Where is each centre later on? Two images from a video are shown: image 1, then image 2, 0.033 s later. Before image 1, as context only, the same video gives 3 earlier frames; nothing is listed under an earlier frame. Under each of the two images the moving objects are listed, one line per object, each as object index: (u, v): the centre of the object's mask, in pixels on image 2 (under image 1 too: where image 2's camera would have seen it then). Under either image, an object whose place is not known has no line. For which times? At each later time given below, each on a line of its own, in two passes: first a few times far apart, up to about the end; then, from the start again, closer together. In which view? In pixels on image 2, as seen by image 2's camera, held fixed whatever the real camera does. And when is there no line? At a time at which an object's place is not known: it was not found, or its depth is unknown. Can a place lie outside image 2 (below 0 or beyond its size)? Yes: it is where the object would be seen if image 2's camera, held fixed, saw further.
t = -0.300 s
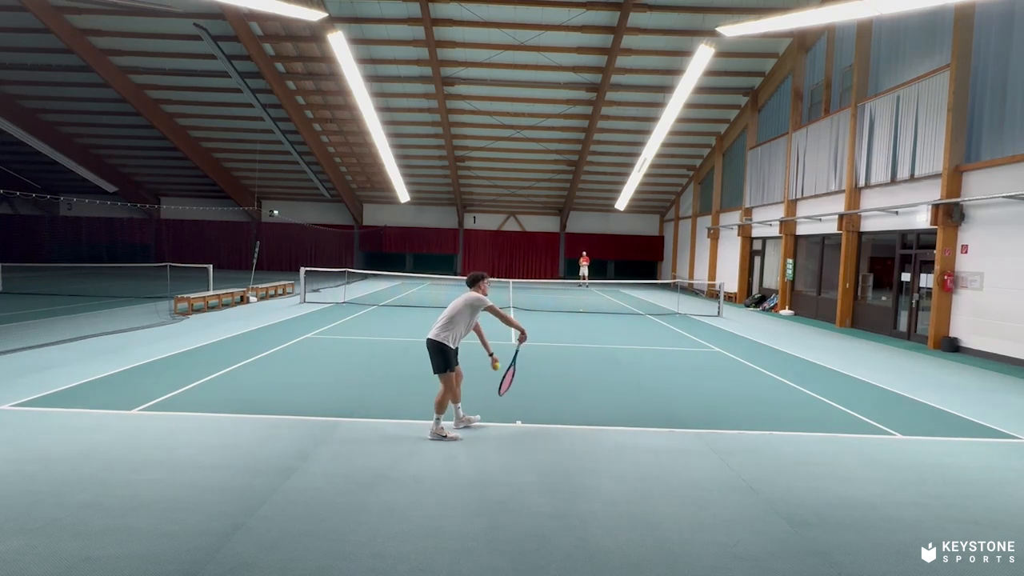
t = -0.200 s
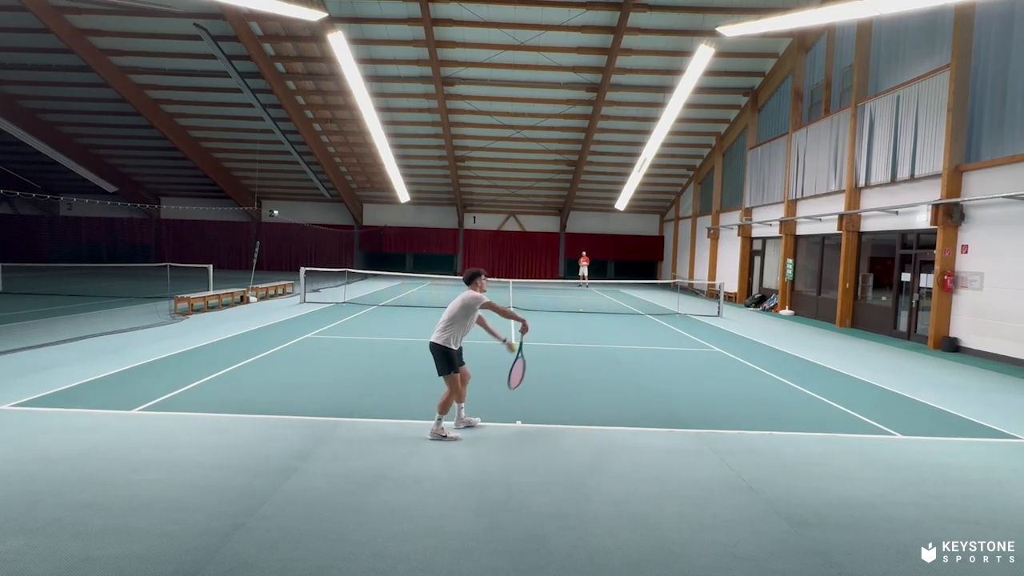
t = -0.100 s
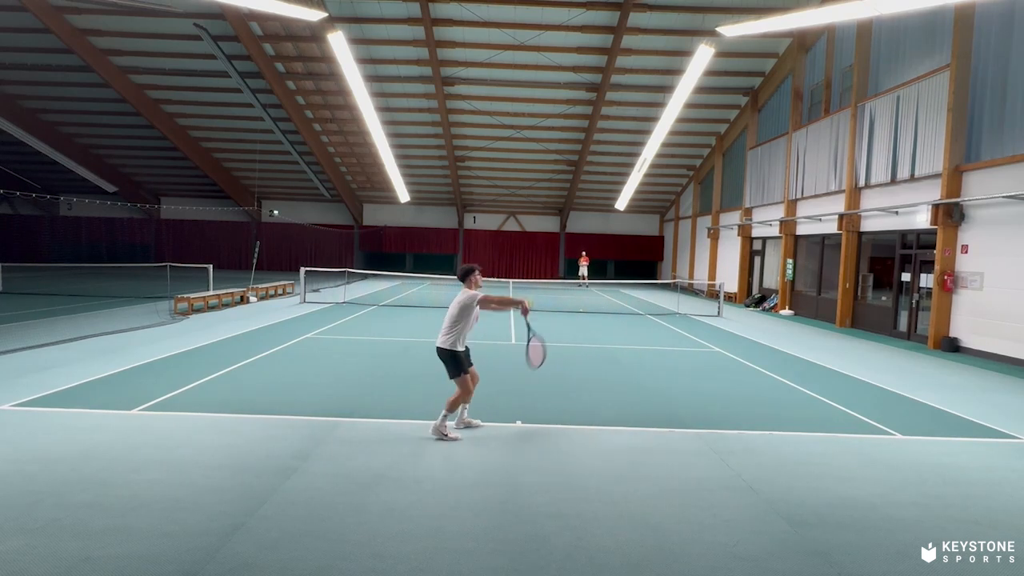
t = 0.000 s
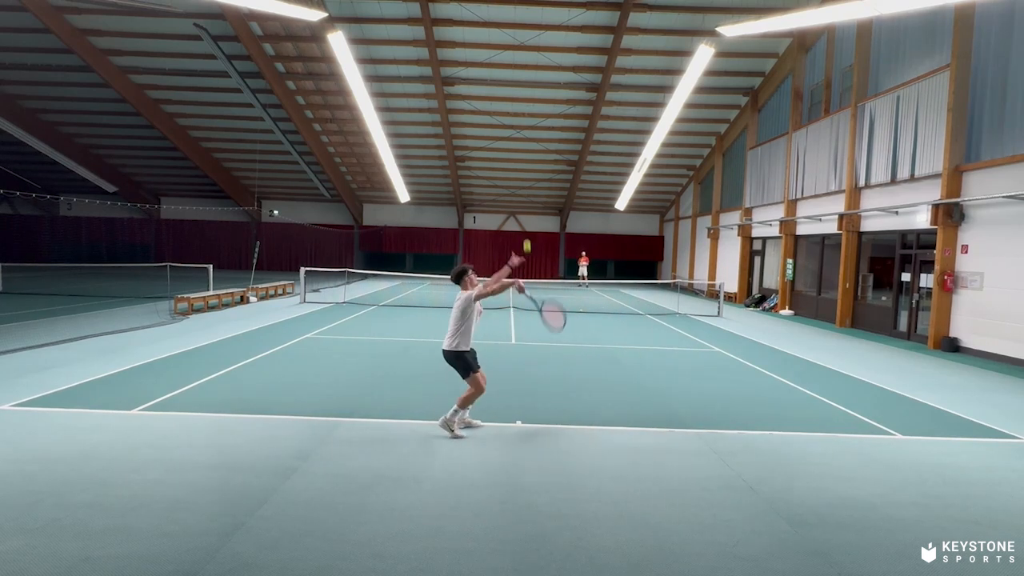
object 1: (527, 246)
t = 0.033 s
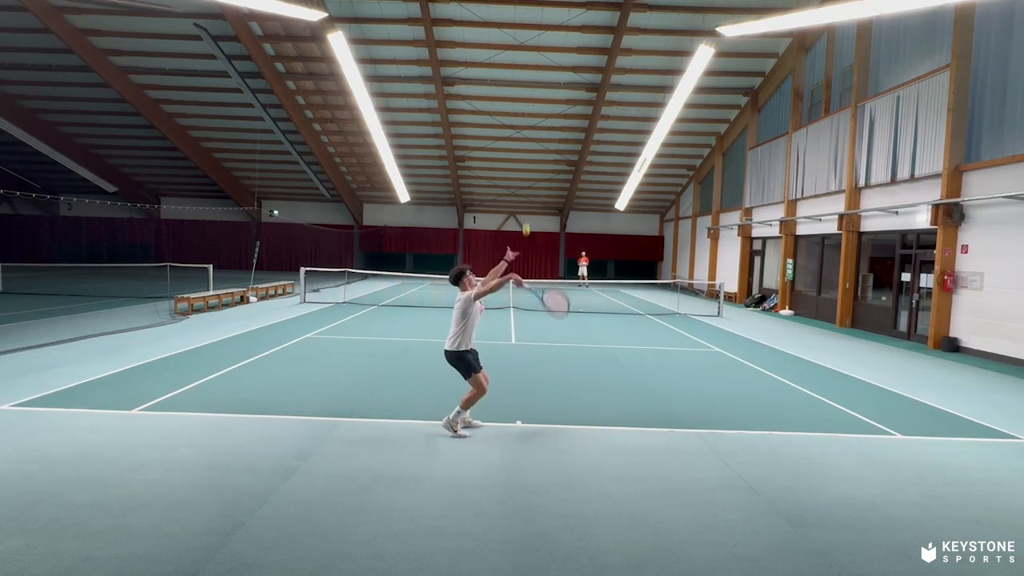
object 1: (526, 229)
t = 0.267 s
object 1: (519, 141)
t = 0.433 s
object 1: (514, 111)
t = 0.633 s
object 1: (506, 110)
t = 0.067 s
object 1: (525, 212)
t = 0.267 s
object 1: (519, 141)
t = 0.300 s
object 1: (518, 133)
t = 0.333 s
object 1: (517, 127)
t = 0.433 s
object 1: (514, 111)
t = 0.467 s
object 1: (512, 109)
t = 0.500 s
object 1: (512, 107)
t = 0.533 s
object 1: (510, 107)
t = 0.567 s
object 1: (509, 107)
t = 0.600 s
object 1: (507, 108)
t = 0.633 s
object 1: (506, 110)
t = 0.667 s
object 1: (505, 113)
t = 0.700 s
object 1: (503, 118)
